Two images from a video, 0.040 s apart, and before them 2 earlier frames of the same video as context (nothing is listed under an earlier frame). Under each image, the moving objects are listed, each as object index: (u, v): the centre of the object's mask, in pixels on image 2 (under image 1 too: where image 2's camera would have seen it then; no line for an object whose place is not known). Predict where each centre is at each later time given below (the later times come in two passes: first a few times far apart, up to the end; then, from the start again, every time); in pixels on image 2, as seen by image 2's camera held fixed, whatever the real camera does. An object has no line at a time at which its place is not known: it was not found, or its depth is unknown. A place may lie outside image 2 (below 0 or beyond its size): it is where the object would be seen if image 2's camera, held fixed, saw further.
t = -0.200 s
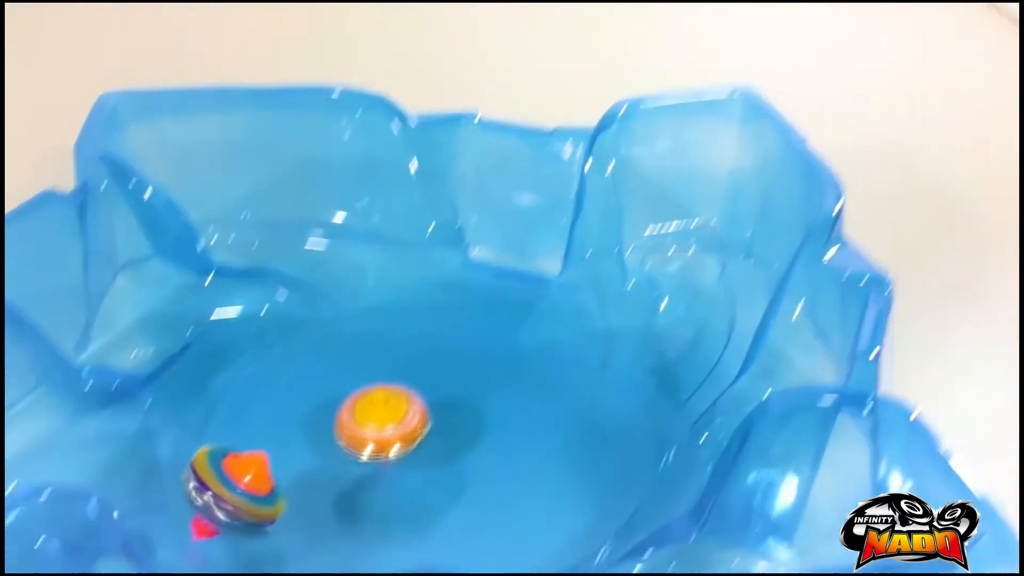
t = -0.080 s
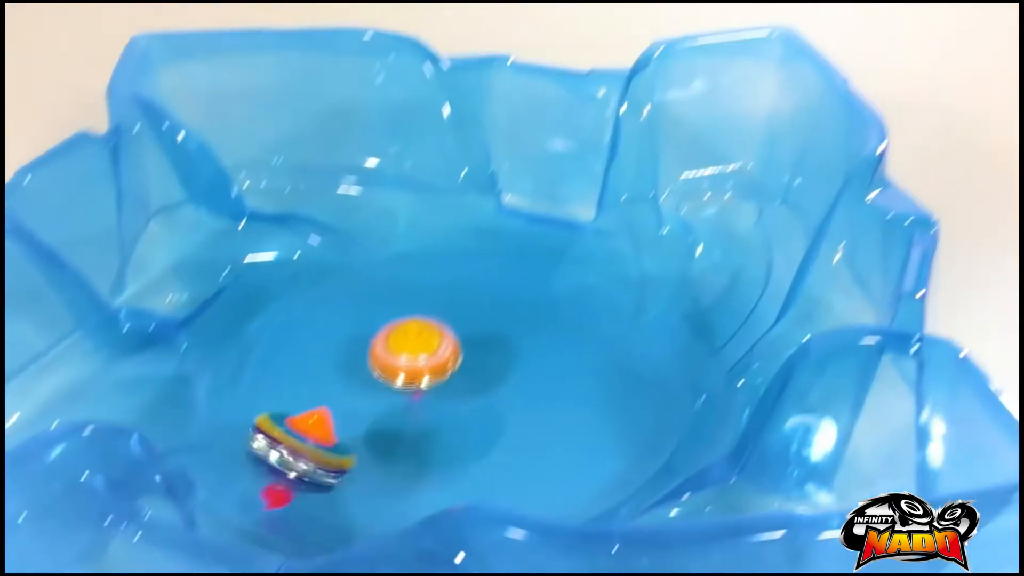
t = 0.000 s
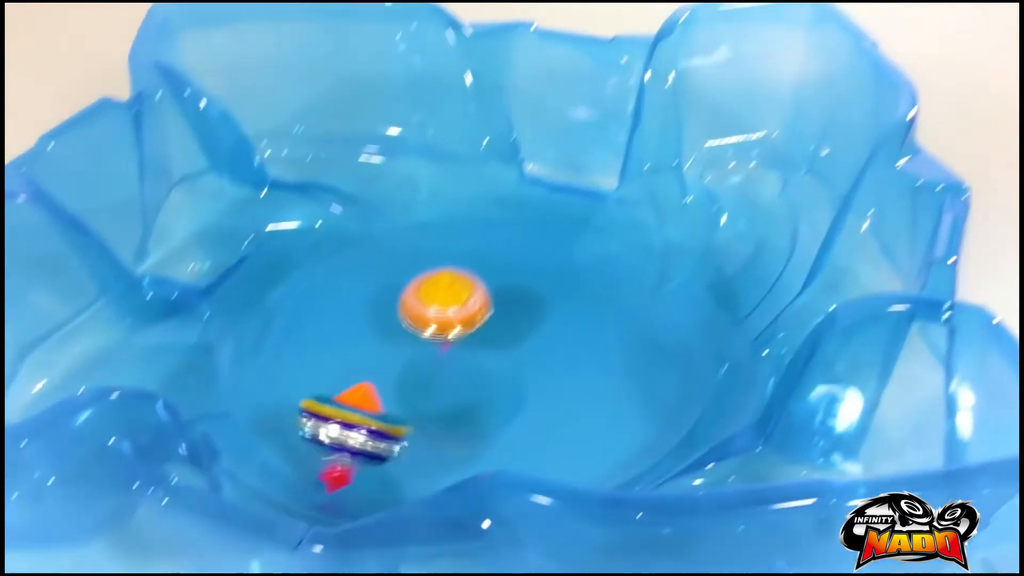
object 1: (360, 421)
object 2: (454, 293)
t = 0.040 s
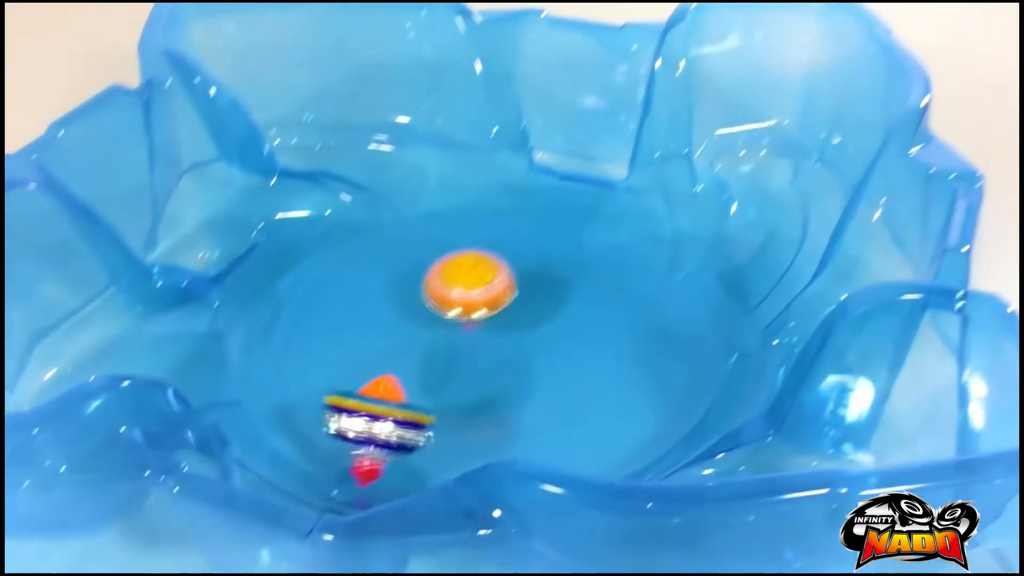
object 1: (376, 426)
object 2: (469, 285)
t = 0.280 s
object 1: (484, 418)
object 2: (509, 340)
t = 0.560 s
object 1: (694, 274)
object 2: (170, 202)
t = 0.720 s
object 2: (207, 227)
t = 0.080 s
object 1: (394, 429)
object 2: (488, 283)
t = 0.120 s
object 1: (413, 431)
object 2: (507, 287)
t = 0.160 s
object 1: (431, 430)
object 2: (523, 298)
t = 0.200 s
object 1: (450, 427)
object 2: (529, 312)
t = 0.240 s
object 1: (467, 423)
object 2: (524, 327)
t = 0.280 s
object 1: (484, 418)
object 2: (509, 340)
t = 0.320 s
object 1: (525, 417)
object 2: (469, 344)
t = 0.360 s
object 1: (637, 413)
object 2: (382, 308)
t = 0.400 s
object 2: (310, 269)
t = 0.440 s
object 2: (256, 229)
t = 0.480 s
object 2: (220, 187)
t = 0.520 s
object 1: (707, 262)
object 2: (187, 181)
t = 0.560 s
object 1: (694, 274)
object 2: (170, 202)
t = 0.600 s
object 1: (675, 323)
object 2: (178, 229)
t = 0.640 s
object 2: (191, 238)
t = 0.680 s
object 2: (204, 227)
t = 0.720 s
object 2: (207, 227)
